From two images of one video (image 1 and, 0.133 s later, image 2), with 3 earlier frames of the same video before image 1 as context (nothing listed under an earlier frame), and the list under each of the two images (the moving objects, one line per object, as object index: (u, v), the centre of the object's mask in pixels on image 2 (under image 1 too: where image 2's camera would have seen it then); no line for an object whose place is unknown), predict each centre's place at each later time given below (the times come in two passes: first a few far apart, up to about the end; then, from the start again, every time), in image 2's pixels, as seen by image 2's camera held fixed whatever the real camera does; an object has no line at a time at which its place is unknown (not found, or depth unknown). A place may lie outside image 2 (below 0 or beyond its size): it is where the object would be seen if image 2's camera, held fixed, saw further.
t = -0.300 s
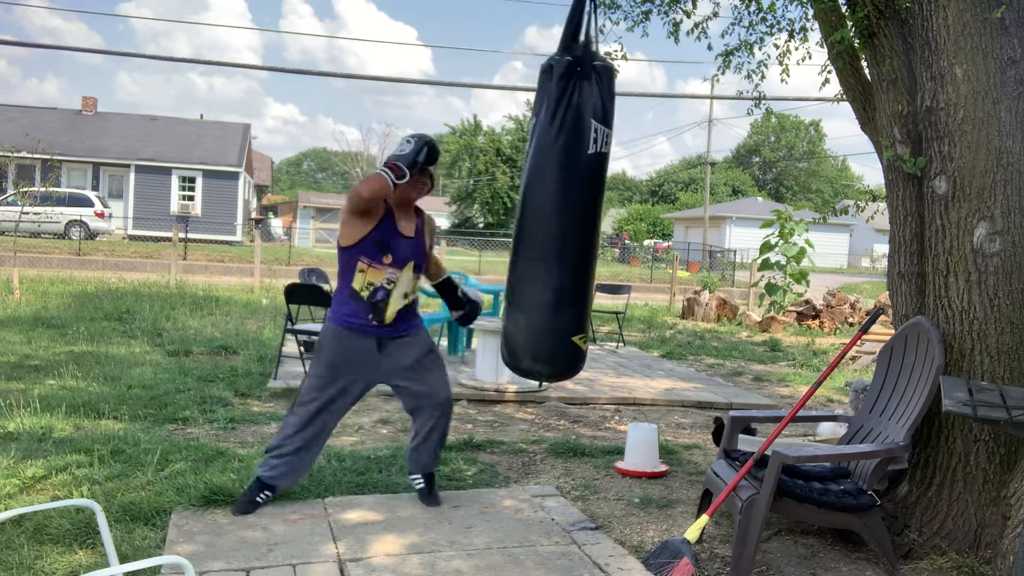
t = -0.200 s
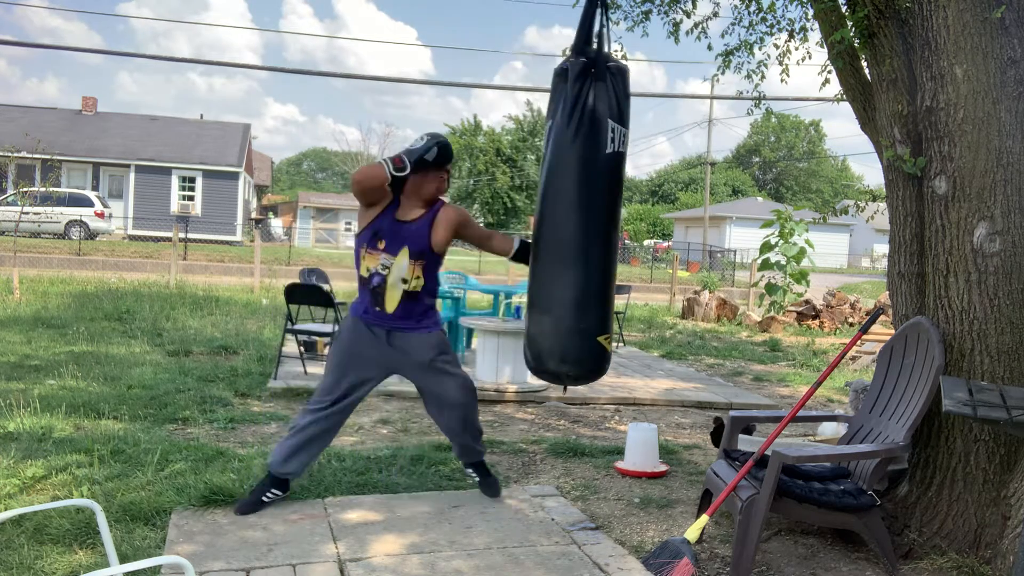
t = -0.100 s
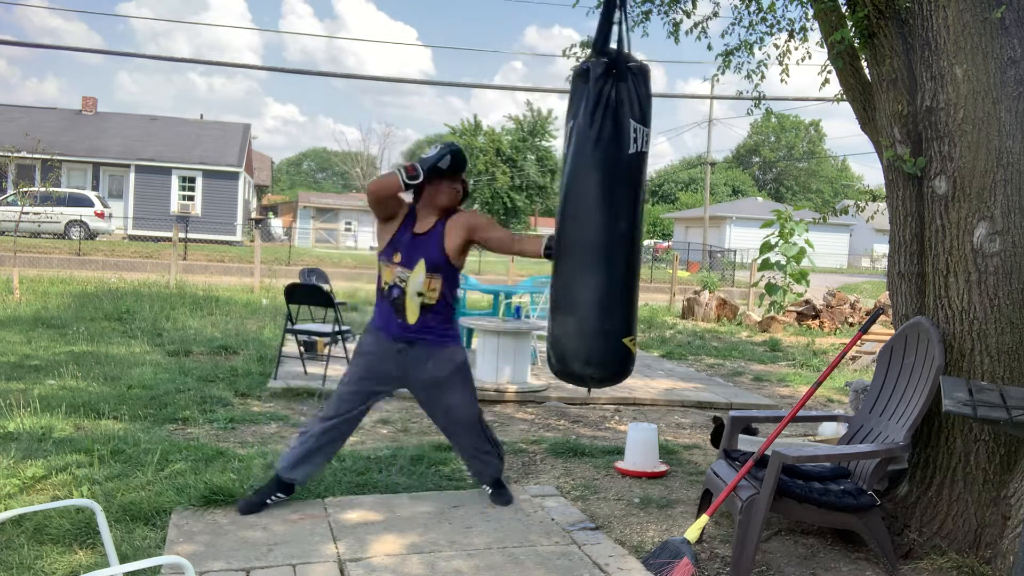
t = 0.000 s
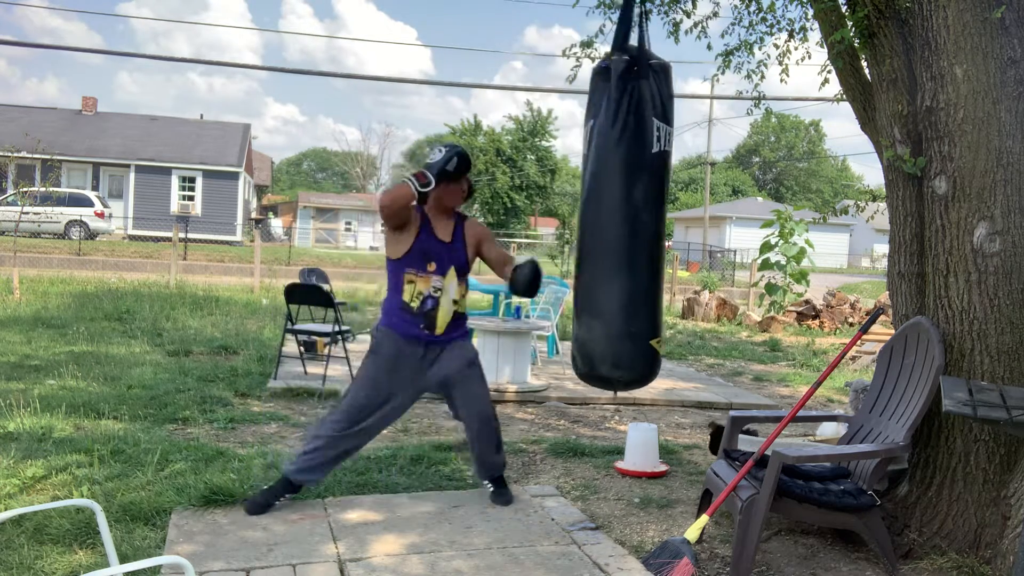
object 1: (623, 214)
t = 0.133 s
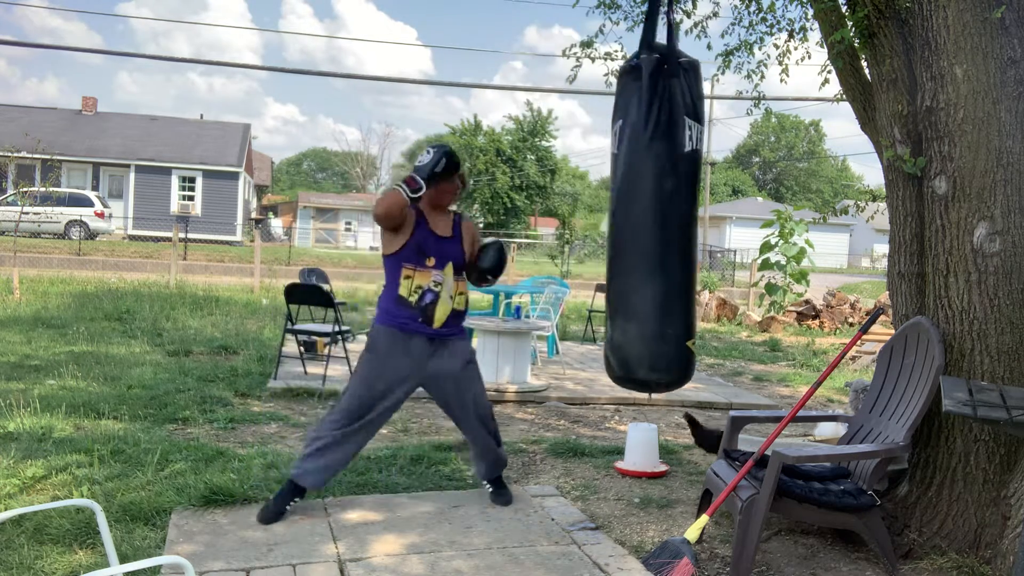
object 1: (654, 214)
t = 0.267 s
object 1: (681, 214)
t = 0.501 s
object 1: (725, 216)
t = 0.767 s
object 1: (752, 216)
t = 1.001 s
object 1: (759, 215)
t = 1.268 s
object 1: (737, 214)
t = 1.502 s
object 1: (708, 214)
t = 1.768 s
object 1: (661, 214)
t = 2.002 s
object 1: (618, 212)
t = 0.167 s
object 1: (662, 214)
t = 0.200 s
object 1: (668, 214)
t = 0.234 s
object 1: (675, 214)
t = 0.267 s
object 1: (681, 214)
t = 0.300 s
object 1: (687, 216)
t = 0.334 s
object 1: (695, 215)
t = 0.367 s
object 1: (702, 215)
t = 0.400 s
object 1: (709, 215)
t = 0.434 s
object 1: (715, 215)
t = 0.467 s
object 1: (720, 215)
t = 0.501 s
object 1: (725, 216)
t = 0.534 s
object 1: (730, 216)
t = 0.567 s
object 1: (734, 216)
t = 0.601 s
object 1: (739, 216)
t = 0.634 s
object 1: (742, 216)
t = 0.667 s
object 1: (745, 216)
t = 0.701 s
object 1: (748, 216)
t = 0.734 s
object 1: (750, 216)
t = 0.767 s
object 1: (752, 216)
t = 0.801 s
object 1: (754, 216)
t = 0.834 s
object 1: (756, 215)
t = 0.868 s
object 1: (758, 216)
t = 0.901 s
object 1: (759, 215)
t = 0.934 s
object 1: (759, 215)
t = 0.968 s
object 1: (759, 215)
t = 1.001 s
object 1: (759, 215)
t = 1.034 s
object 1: (757, 216)
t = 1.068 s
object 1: (755, 213)
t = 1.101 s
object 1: (753, 213)
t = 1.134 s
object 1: (751, 217)
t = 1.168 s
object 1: (748, 217)
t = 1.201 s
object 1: (744, 217)
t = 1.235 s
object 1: (741, 217)
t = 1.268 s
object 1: (737, 214)
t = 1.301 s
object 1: (734, 215)
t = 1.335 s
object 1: (731, 214)
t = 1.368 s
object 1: (727, 217)
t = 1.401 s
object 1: (723, 214)
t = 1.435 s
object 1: (718, 214)
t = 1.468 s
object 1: (713, 214)
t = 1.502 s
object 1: (708, 214)
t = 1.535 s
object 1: (704, 214)
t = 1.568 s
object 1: (698, 213)
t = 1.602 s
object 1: (693, 216)
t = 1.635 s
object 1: (687, 213)
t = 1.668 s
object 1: (680, 213)
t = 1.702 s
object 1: (674, 214)
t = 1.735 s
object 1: (667, 214)
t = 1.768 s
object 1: (661, 214)
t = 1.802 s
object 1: (655, 214)
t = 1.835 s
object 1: (649, 213)
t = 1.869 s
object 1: (642, 213)
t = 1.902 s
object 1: (636, 213)
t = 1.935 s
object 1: (630, 213)
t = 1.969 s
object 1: (624, 213)
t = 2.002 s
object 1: (618, 212)
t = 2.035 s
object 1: (613, 211)
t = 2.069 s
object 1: (607, 211)
